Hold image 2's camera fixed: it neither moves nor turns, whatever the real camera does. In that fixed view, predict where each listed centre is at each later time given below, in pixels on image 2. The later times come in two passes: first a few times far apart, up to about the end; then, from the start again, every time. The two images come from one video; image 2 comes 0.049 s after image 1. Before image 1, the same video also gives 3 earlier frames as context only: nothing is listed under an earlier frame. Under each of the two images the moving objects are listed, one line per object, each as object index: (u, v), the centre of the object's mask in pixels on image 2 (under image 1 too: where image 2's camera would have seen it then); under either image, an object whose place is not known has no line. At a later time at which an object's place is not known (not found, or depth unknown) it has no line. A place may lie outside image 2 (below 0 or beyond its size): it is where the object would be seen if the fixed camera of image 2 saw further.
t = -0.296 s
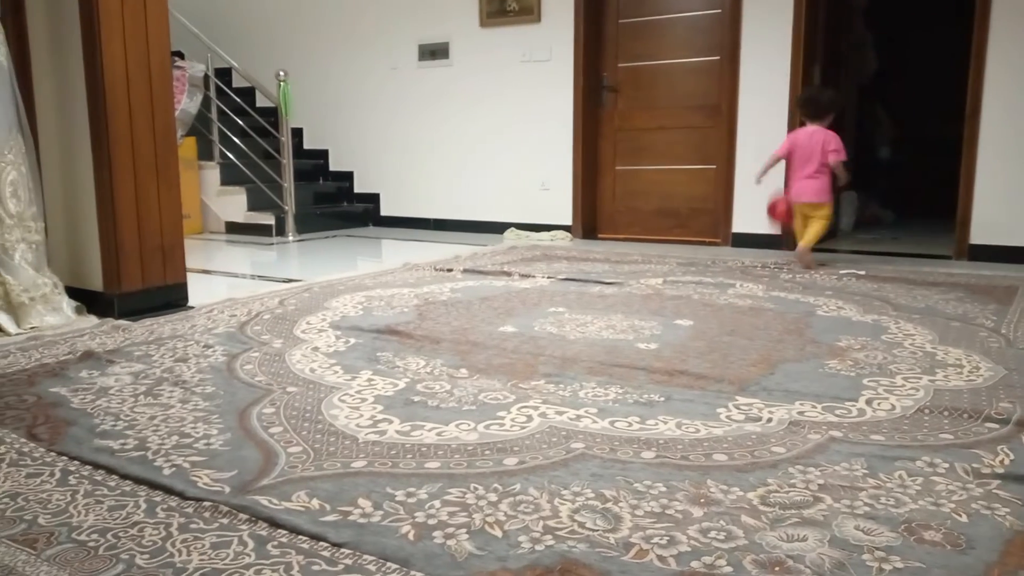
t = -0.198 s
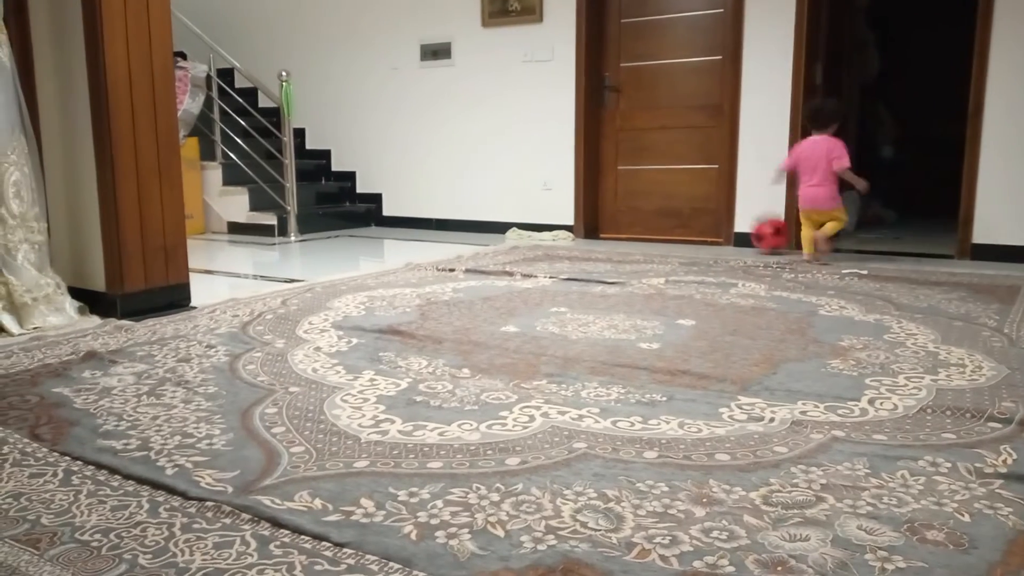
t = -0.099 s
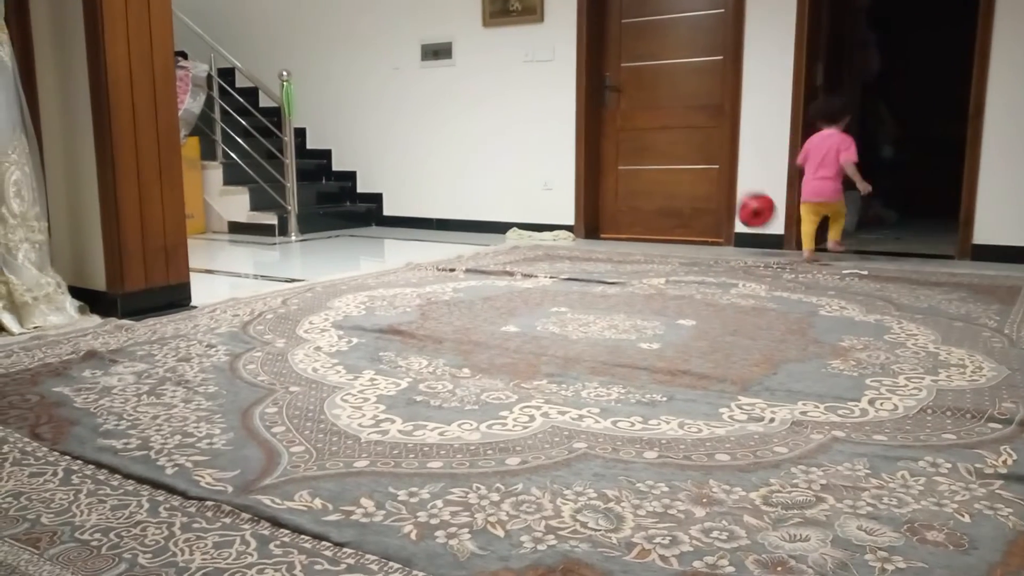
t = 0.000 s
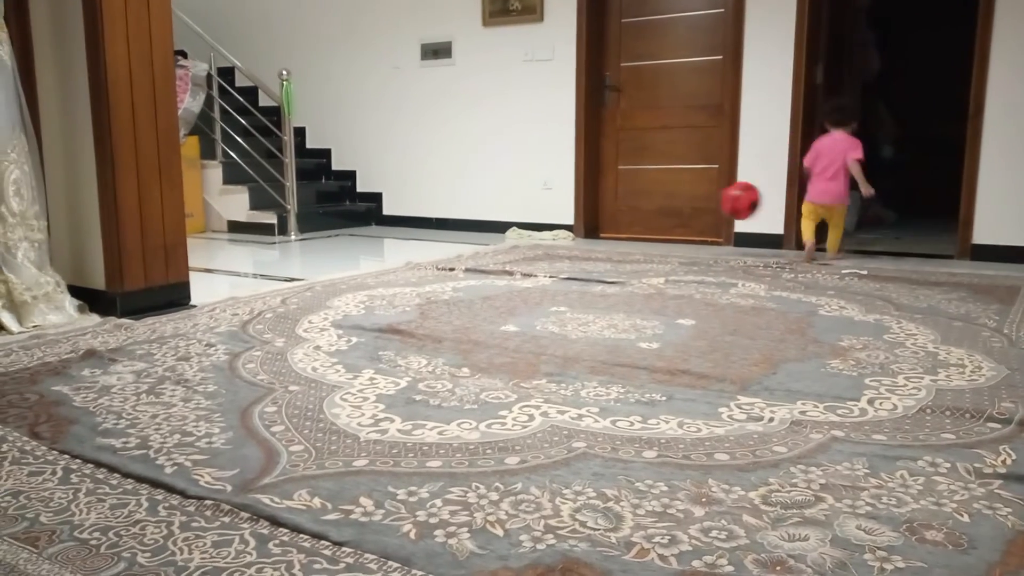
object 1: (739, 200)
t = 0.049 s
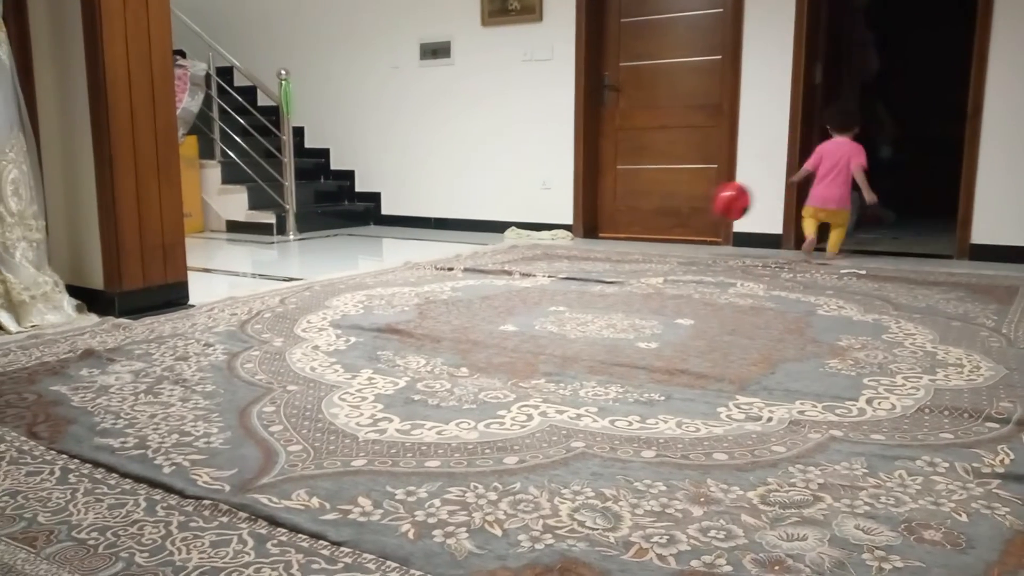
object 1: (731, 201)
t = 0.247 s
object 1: (693, 244)
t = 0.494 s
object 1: (644, 217)
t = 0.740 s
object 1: (589, 237)
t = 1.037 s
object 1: (515, 270)
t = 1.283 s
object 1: (451, 248)
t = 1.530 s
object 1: (374, 258)
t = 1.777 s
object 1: (289, 288)
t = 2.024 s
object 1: (181, 288)
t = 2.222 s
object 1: (110, 312)
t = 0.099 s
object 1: (721, 207)
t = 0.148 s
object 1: (713, 217)
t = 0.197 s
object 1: (704, 230)
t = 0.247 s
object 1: (693, 244)
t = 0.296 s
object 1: (684, 231)
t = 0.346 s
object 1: (675, 221)
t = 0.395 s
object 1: (666, 215)
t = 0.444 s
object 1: (655, 214)
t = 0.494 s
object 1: (644, 217)
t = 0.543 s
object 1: (634, 223)
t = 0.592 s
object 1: (623, 236)
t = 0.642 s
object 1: (611, 256)
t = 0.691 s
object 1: (598, 247)
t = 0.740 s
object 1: (589, 237)
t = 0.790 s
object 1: (578, 230)
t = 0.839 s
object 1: (568, 228)
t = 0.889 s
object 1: (554, 232)
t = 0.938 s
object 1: (541, 240)
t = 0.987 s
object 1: (528, 253)
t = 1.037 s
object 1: (515, 270)
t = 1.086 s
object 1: (502, 255)
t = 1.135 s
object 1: (489, 247)
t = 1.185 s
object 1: (476, 242)
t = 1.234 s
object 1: (464, 243)
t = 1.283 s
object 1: (451, 248)
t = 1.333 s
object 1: (436, 261)
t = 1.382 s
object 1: (420, 283)
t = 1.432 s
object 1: (405, 271)
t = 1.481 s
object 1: (389, 262)
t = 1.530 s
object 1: (374, 258)
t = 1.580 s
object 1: (359, 261)
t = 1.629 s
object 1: (343, 269)
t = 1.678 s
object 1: (326, 285)
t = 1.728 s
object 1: (308, 294)
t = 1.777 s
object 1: (289, 288)
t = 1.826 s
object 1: (268, 288)
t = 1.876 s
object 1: (245, 295)
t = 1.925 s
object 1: (223, 309)
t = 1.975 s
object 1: (200, 294)
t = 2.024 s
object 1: (181, 288)
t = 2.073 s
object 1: (162, 288)
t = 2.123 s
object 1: (147, 294)
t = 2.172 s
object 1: (132, 308)
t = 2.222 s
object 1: (110, 312)
